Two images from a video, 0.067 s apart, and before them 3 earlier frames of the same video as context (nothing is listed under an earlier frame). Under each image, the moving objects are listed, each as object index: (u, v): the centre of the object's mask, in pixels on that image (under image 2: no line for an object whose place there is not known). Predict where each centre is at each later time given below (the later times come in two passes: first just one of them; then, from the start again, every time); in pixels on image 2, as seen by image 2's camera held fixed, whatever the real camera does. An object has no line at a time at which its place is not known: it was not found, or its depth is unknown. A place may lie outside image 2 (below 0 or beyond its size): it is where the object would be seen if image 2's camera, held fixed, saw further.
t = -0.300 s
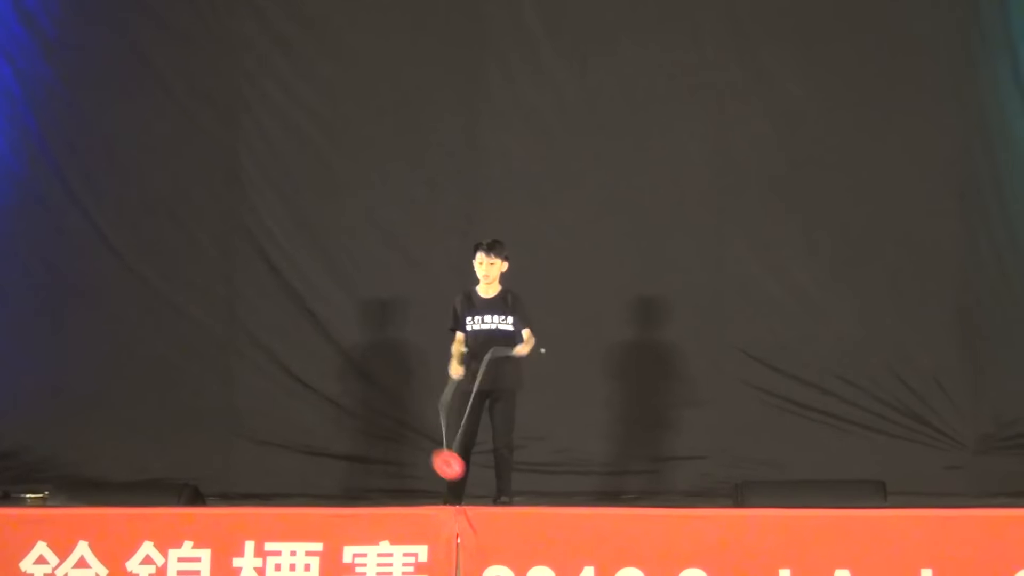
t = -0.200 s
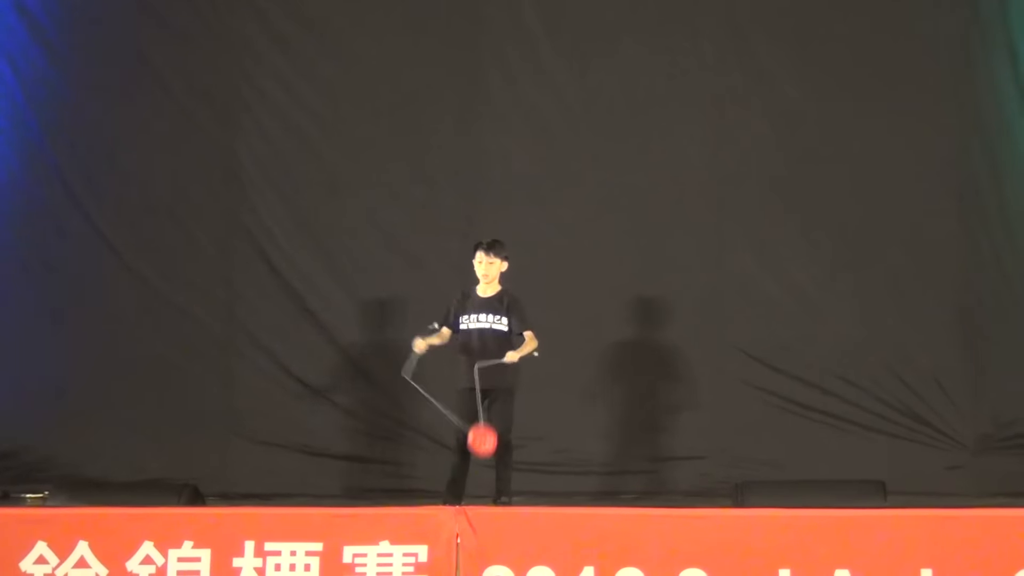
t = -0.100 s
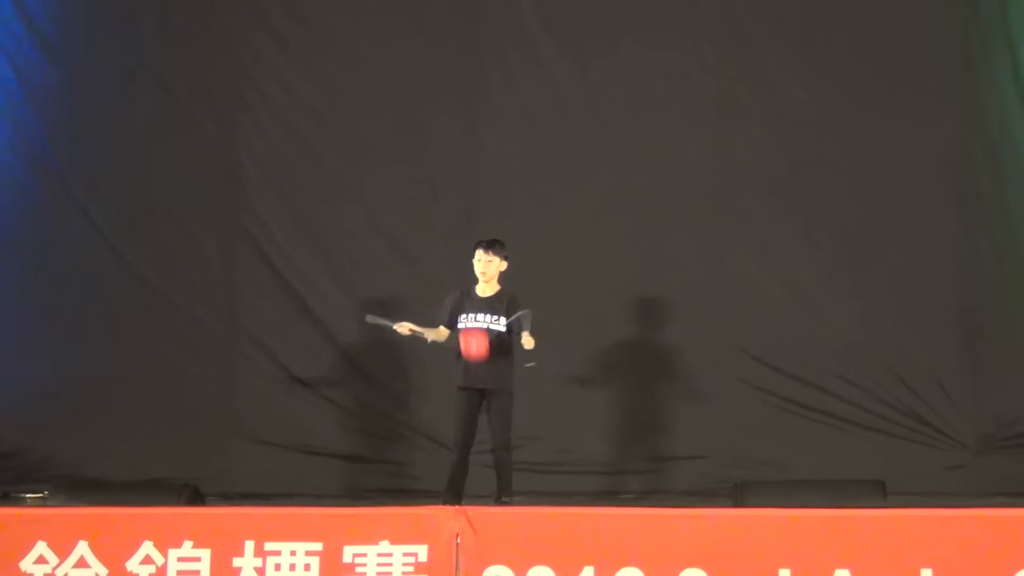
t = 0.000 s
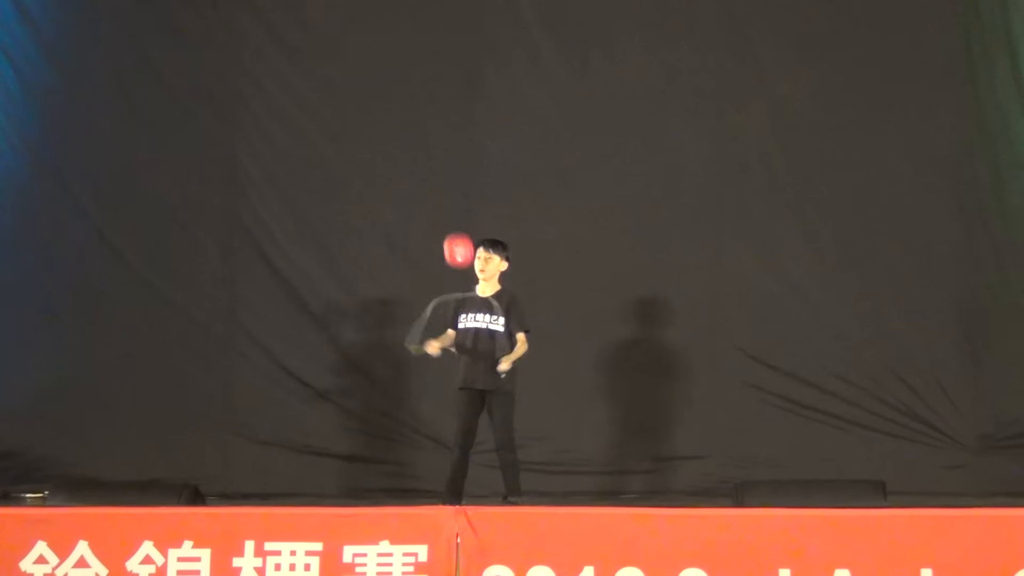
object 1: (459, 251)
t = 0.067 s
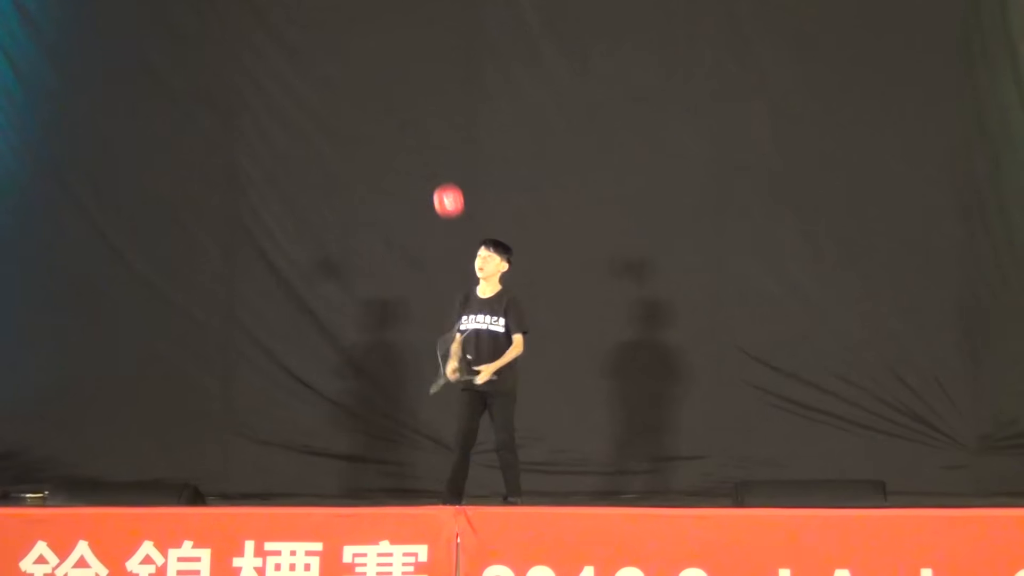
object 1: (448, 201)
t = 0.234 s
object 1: (423, 114)
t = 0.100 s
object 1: (444, 179)
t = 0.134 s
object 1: (438, 159)
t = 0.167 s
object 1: (434, 142)
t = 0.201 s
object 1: (428, 127)
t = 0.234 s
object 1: (423, 114)
